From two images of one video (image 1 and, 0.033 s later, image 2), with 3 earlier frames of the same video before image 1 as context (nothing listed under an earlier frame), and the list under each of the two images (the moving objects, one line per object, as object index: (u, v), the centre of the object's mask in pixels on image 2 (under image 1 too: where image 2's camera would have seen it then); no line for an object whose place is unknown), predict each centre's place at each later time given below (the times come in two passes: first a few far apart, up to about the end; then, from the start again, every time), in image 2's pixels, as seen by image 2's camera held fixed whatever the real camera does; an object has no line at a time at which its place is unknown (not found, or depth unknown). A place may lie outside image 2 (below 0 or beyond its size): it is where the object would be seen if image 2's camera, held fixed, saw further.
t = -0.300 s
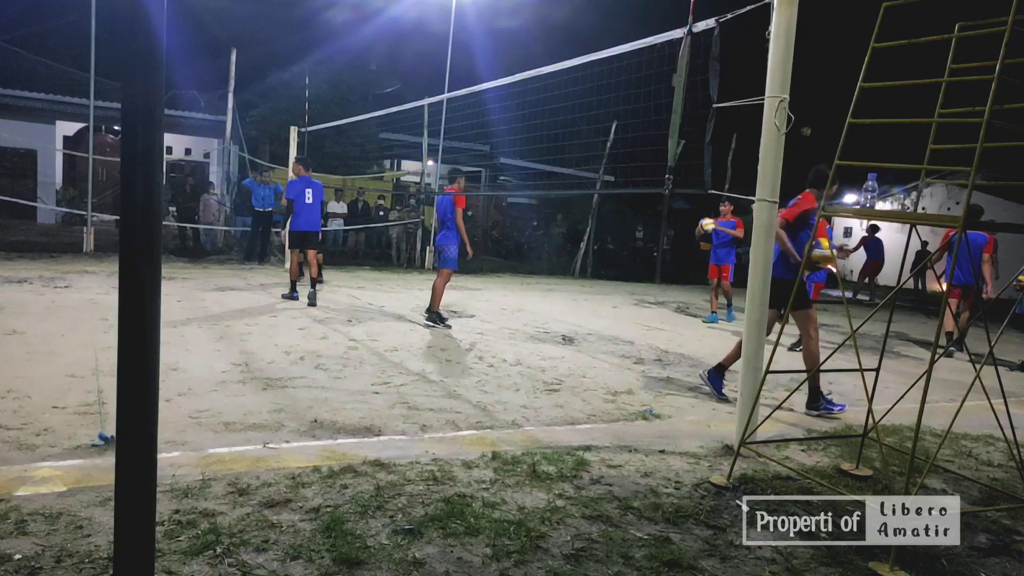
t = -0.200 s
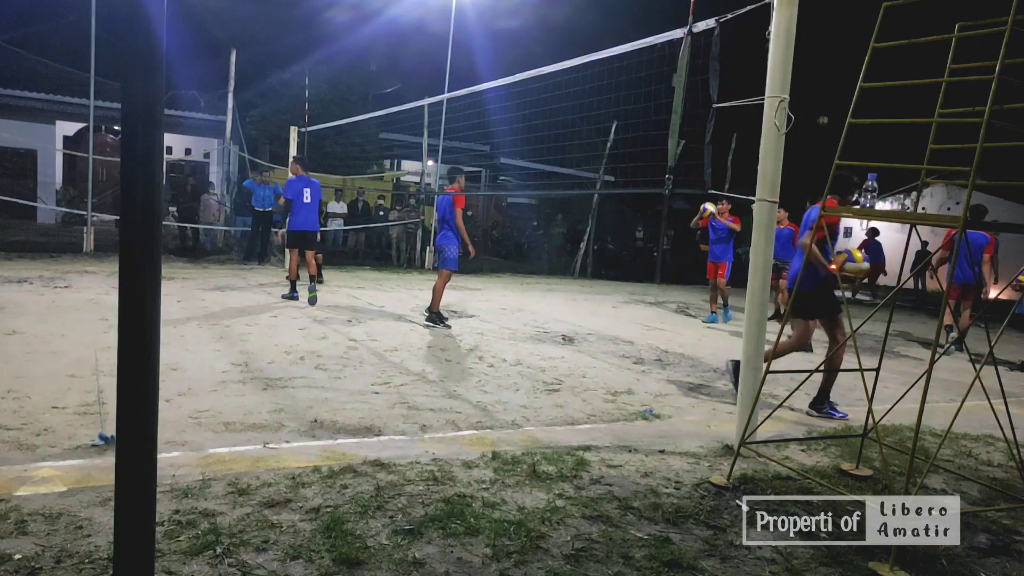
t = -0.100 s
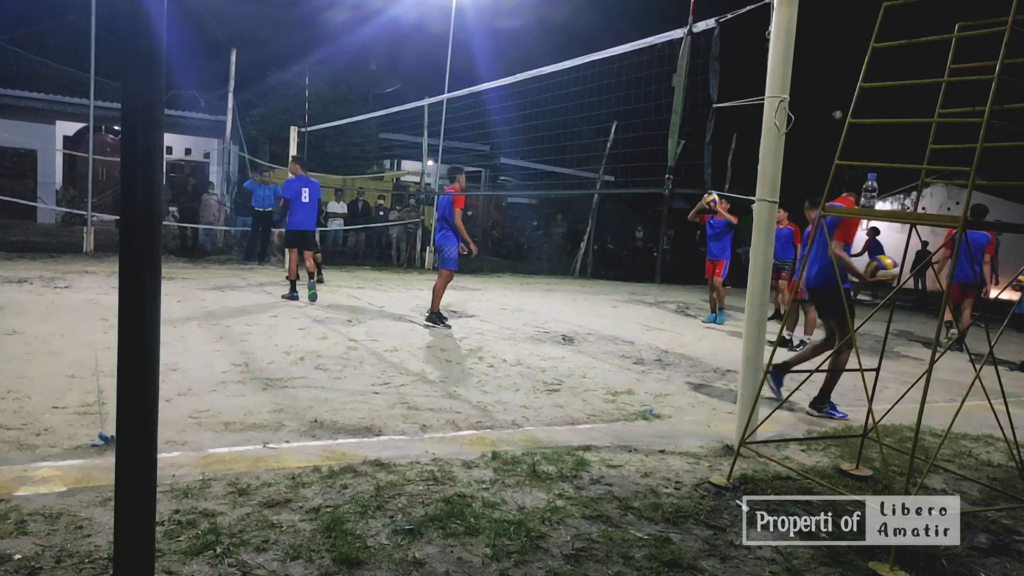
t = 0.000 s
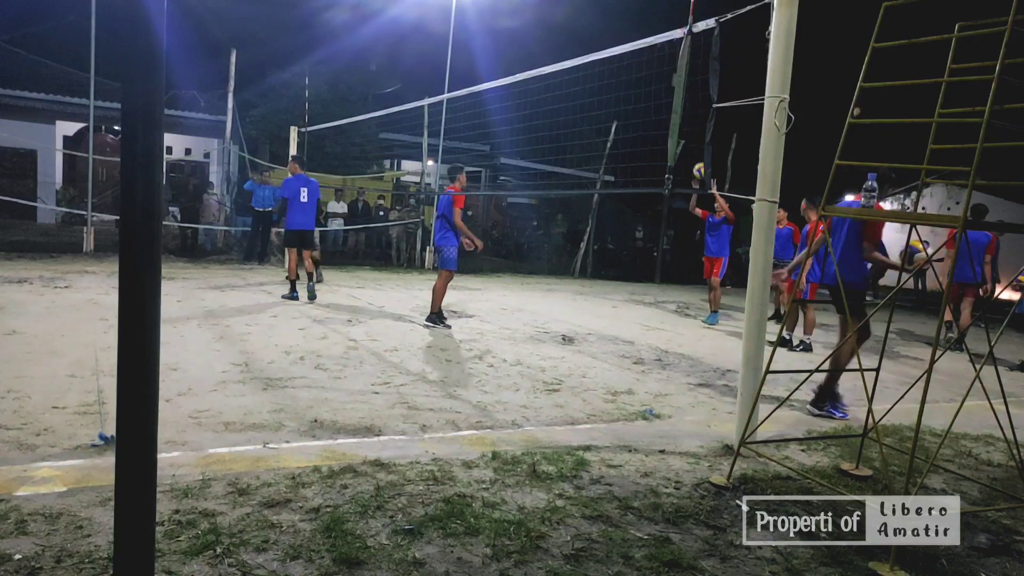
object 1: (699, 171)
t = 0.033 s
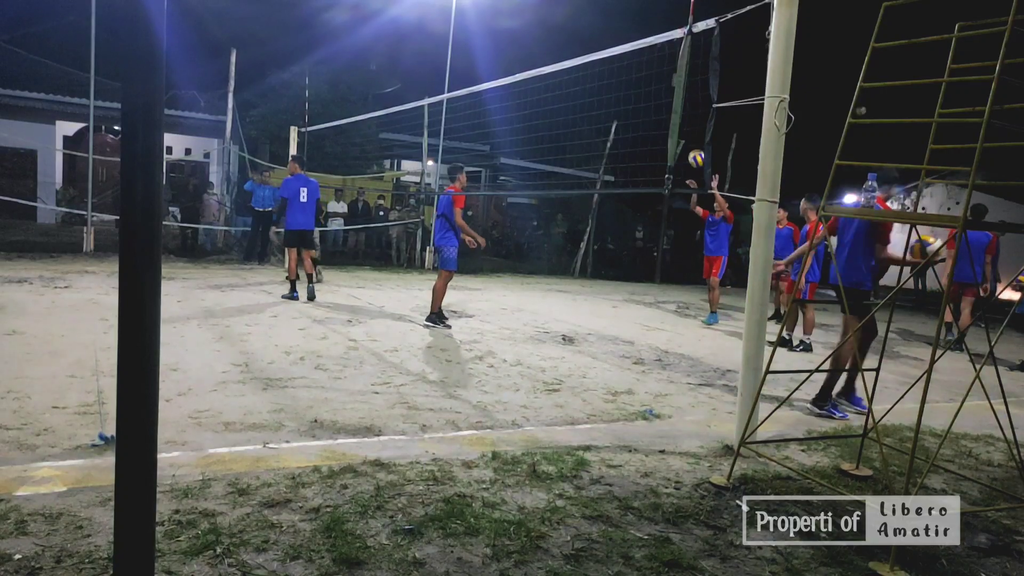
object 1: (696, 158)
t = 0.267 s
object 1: (664, 100)
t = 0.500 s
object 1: (629, 72)
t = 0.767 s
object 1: (586, 83)
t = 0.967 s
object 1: (548, 124)
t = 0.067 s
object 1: (692, 147)
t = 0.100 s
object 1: (690, 143)
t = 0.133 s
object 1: (685, 133)
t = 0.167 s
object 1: (684, 124)
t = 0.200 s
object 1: (669, 114)
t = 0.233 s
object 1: (667, 107)
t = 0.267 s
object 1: (664, 100)
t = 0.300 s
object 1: (662, 97)
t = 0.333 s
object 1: (657, 91)
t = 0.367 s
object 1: (651, 85)
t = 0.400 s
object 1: (645, 81)
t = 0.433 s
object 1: (640, 77)
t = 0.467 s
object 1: (635, 74)
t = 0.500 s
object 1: (629, 72)
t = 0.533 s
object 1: (626, 72)
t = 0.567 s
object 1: (620, 71)
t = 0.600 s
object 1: (614, 71)
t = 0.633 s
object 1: (608, 72)
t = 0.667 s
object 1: (602, 74)
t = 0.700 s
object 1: (596, 77)
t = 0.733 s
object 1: (592, 79)
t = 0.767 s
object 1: (586, 83)
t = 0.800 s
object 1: (579, 88)
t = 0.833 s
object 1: (572, 95)
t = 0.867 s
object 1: (565, 101)
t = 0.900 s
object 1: (558, 110)
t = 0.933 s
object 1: (554, 114)
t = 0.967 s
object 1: (548, 124)
